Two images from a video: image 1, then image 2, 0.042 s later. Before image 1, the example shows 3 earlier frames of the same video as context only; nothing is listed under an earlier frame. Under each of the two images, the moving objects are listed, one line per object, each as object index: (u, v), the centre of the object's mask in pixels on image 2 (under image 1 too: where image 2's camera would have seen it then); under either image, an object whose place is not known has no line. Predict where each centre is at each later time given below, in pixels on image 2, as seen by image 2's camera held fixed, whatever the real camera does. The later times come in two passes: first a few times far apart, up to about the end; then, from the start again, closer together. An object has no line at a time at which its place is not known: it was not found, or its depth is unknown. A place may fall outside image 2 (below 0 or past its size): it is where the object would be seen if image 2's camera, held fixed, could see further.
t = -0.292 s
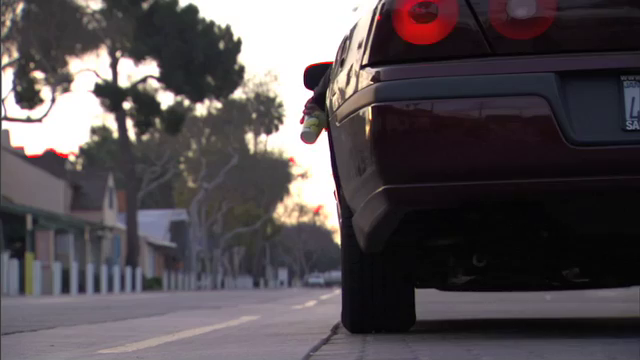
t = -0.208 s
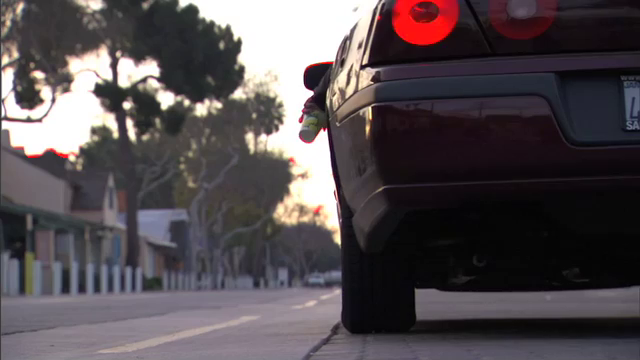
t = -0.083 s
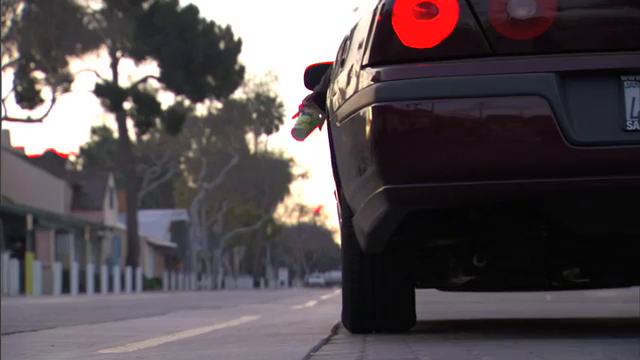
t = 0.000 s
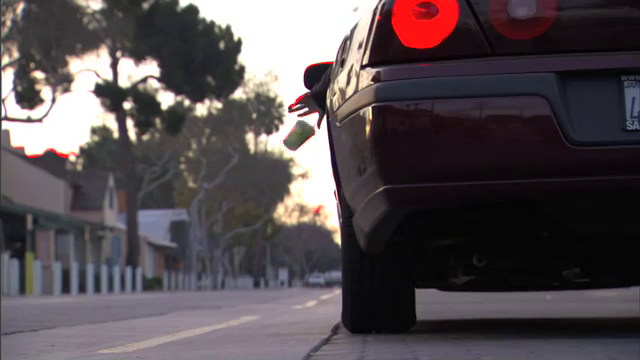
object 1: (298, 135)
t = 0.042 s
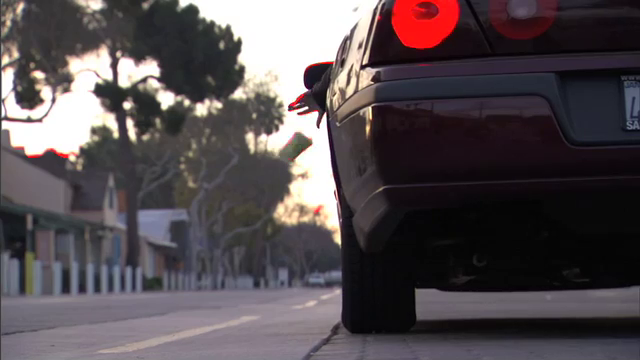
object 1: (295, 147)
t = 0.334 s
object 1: (277, 317)
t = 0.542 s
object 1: (285, 317)
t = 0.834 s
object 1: (286, 317)
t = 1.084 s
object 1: (286, 317)
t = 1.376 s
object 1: (284, 318)
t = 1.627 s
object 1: (281, 317)
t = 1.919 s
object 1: (279, 318)
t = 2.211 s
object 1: (279, 318)
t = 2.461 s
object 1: (281, 318)
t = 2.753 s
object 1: (284, 318)
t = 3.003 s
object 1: (284, 318)
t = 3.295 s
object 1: (281, 318)
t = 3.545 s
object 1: (279, 318)
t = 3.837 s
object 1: (279, 318)
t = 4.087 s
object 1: (280, 318)
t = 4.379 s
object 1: (283, 318)
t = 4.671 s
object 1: (284, 318)
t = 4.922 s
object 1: (282, 318)
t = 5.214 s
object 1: (280, 318)
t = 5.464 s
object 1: (279, 318)
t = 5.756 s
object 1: (280, 318)
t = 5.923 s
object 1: (281, 318)
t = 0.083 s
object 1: (291, 162)
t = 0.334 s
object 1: (277, 317)
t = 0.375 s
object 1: (279, 311)
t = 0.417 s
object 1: (280, 309)
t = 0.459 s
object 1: (282, 311)
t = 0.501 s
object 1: (285, 317)
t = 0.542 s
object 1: (285, 317)
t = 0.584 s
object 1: (285, 317)
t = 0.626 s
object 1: (286, 317)
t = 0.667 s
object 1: (286, 317)
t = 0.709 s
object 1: (286, 317)
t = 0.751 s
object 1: (286, 317)
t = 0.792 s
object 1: (286, 317)
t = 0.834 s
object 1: (286, 317)
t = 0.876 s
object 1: (286, 317)
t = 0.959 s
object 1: (286, 317)
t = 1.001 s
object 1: (286, 317)
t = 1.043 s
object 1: (286, 317)
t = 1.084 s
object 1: (286, 317)
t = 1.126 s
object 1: (286, 317)
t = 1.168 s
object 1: (286, 317)
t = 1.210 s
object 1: (285, 317)
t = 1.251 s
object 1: (285, 317)
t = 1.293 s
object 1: (285, 317)
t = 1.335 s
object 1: (284, 317)
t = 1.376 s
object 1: (284, 318)
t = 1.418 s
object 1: (284, 318)
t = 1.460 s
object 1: (283, 318)
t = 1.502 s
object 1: (283, 318)
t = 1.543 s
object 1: (282, 318)
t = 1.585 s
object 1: (282, 317)
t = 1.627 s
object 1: (281, 317)
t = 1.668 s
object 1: (281, 317)
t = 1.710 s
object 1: (280, 317)
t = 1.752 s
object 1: (280, 318)
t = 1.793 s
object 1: (280, 318)
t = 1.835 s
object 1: (279, 318)
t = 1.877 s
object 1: (279, 318)
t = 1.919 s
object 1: (279, 318)
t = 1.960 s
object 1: (279, 318)
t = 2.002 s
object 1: (279, 318)
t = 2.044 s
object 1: (279, 318)
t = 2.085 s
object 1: (279, 318)
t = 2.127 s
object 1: (279, 318)
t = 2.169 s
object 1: (279, 318)
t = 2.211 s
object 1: (279, 318)
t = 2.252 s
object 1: (279, 318)
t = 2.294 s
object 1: (280, 318)
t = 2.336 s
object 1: (280, 318)
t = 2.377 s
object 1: (280, 318)
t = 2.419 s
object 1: (281, 318)
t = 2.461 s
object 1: (281, 318)
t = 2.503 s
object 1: (282, 318)
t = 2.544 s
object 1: (282, 318)
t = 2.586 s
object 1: (283, 318)
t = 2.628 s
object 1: (283, 318)
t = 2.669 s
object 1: (283, 318)
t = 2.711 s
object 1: (284, 318)
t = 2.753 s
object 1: (284, 318)
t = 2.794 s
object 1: (284, 318)
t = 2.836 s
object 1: (284, 318)
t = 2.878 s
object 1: (284, 318)
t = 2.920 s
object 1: (284, 318)
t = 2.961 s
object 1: (284, 318)
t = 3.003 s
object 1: (284, 318)
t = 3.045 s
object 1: (284, 318)
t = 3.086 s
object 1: (283, 318)
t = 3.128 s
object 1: (283, 318)
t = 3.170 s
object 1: (282, 318)
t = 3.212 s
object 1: (282, 318)
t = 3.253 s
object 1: (282, 318)
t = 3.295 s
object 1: (281, 318)
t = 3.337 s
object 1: (281, 318)
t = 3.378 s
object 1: (281, 318)
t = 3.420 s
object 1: (280, 318)
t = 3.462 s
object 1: (280, 318)
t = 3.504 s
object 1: (280, 318)
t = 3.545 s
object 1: (279, 318)
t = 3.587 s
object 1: (279, 318)
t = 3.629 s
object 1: (279, 318)
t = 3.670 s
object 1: (279, 318)
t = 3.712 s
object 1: (279, 318)
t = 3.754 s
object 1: (279, 318)
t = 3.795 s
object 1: (279, 318)
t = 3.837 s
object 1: (279, 318)
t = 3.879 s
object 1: (279, 318)
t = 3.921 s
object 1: (279, 318)
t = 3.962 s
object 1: (279, 318)
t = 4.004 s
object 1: (279, 318)
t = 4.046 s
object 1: (280, 318)
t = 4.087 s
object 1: (280, 318)
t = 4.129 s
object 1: (280, 318)
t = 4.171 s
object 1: (281, 318)
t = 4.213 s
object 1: (281, 318)
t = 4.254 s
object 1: (282, 318)
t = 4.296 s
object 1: (282, 318)
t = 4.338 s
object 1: (282, 318)
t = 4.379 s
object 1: (283, 318)
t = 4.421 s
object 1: (283, 318)
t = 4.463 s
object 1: (283, 318)
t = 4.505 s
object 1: (283, 318)
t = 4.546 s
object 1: (284, 318)
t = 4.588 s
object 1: (284, 318)
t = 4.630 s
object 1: (284, 318)
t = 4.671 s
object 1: (284, 318)
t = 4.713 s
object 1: (284, 318)
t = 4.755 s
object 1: (283, 318)
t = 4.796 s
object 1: (283, 318)
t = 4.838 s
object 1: (283, 318)
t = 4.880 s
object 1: (282, 318)
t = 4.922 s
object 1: (282, 318)
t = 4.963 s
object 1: (282, 318)
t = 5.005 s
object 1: (281, 318)
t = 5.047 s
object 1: (281, 318)
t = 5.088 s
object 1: (280, 318)
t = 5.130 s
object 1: (280, 318)
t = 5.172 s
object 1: (280, 318)
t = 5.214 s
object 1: (280, 318)
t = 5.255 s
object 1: (280, 318)
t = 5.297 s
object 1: (280, 319)
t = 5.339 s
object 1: (280, 318)
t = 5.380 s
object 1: (279, 318)
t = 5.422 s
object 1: (280, 318)
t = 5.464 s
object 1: (279, 318)
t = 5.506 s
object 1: (280, 318)
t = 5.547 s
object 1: (280, 318)
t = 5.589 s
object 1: (280, 318)
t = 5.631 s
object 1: (280, 318)
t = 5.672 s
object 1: (280, 318)
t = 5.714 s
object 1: (280, 318)
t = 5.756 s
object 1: (280, 318)
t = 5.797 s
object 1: (280, 318)
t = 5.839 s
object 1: (281, 318)
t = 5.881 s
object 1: (281, 318)
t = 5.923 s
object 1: (281, 318)
